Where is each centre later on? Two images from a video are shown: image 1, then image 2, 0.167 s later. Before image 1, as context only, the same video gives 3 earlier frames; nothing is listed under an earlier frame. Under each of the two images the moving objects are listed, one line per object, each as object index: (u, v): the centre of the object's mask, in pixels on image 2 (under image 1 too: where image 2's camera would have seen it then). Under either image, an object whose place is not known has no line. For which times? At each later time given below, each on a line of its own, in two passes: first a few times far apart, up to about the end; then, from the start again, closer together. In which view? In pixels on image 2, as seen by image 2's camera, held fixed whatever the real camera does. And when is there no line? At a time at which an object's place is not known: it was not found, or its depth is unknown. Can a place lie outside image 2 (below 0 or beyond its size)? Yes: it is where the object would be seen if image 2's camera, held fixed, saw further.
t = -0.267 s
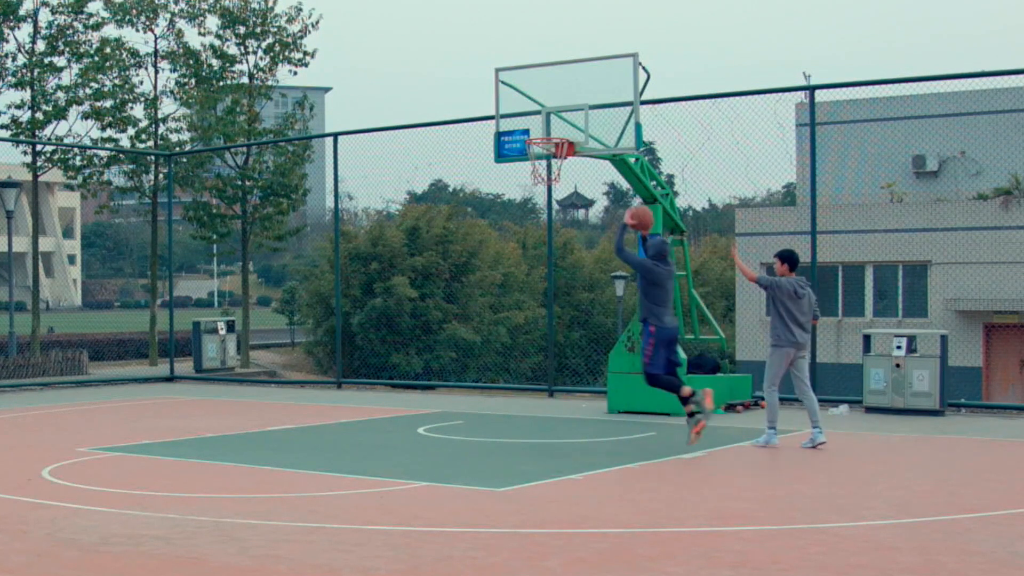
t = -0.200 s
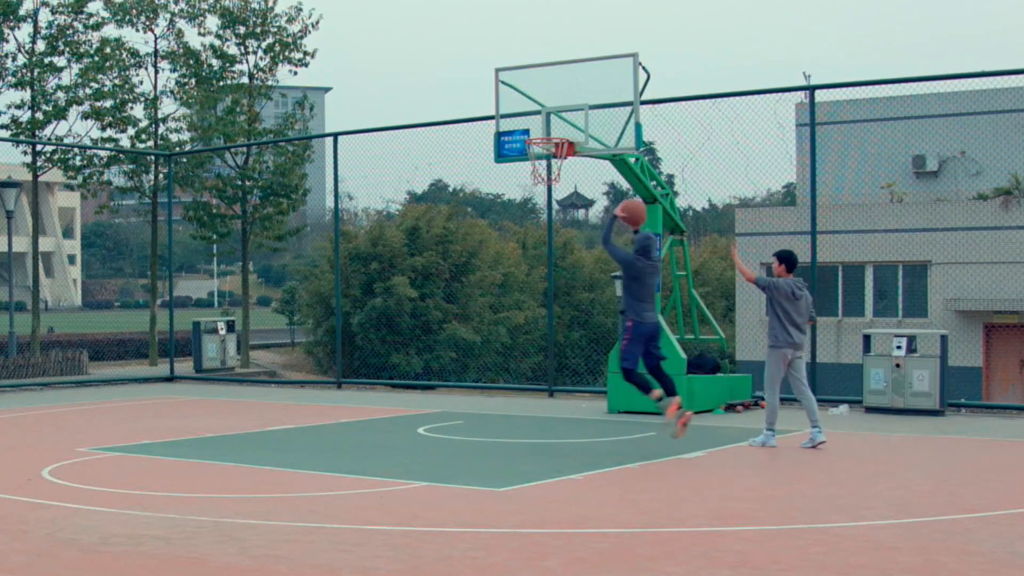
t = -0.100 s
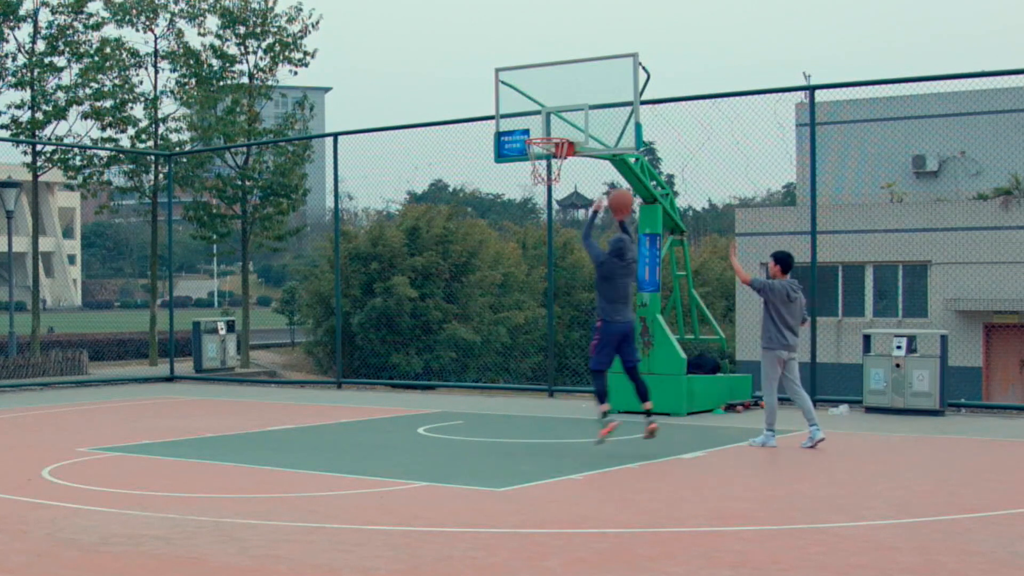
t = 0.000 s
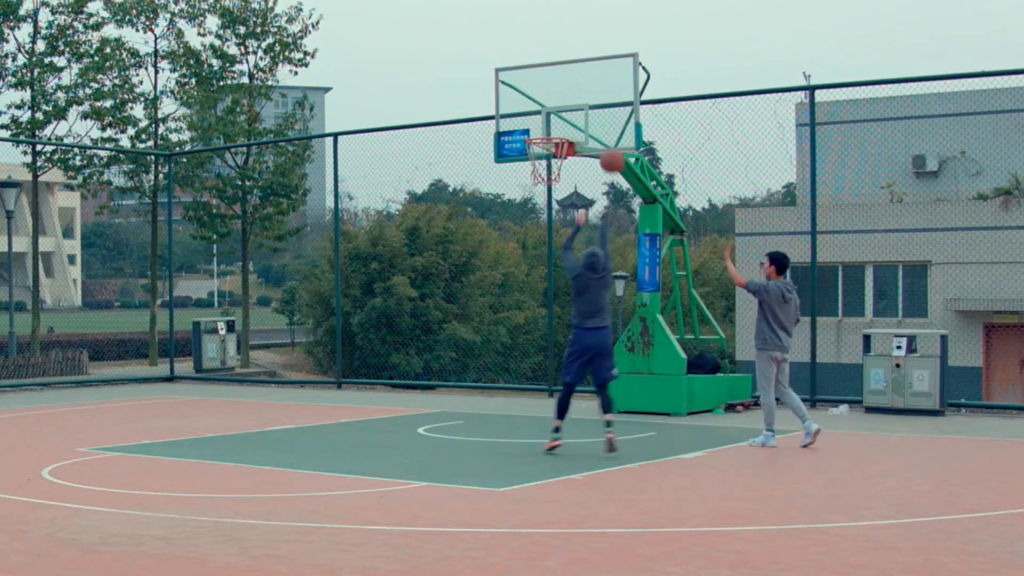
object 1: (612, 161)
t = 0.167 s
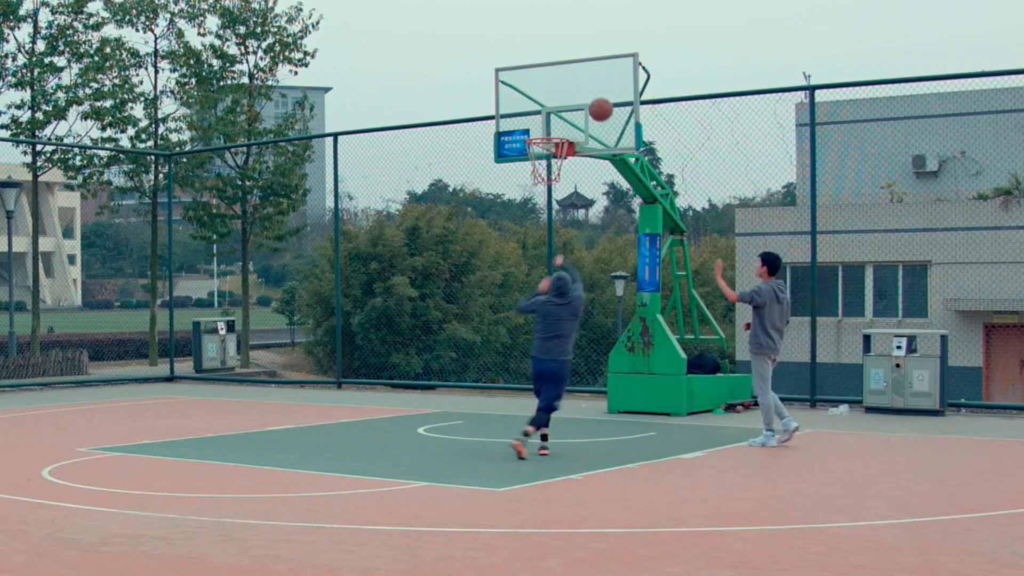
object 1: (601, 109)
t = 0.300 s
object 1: (593, 90)
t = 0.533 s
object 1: (582, 97)
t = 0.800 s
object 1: (543, 151)
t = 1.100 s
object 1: (522, 195)
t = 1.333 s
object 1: (512, 274)
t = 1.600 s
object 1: (502, 418)
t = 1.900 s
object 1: (508, 307)
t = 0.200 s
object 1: (599, 103)
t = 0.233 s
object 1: (597, 98)
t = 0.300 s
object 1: (593, 90)
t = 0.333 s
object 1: (591, 88)
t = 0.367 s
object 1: (590, 87)
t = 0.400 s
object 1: (588, 87)
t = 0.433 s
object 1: (587, 88)
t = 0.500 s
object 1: (584, 93)
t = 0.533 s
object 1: (582, 97)
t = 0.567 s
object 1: (581, 102)
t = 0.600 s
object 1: (580, 108)
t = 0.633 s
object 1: (578, 114)
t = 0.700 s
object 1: (564, 125)
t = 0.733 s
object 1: (557, 130)
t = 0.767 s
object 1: (548, 138)
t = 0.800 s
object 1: (543, 151)
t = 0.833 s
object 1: (536, 159)
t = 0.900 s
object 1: (530, 165)
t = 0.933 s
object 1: (528, 167)
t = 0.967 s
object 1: (527, 171)
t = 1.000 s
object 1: (525, 175)
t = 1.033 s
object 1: (524, 181)
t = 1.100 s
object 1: (522, 195)
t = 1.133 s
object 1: (520, 203)
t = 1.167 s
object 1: (518, 213)
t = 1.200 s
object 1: (517, 222)
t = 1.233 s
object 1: (515, 233)
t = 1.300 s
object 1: (513, 259)
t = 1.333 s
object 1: (512, 274)
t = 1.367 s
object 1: (511, 289)
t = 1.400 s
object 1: (510, 305)
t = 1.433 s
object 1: (509, 322)
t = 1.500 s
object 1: (506, 360)
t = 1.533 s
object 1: (505, 381)
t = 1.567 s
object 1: (503, 405)
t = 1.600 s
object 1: (502, 418)
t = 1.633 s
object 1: (503, 401)
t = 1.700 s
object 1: (504, 372)
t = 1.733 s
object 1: (505, 359)
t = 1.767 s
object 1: (506, 346)
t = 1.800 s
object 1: (506, 335)
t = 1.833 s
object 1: (507, 325)
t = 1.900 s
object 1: (508, 307)
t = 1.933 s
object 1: (509, 301)
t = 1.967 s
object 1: (510, 295)
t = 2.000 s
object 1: (510, 290)
